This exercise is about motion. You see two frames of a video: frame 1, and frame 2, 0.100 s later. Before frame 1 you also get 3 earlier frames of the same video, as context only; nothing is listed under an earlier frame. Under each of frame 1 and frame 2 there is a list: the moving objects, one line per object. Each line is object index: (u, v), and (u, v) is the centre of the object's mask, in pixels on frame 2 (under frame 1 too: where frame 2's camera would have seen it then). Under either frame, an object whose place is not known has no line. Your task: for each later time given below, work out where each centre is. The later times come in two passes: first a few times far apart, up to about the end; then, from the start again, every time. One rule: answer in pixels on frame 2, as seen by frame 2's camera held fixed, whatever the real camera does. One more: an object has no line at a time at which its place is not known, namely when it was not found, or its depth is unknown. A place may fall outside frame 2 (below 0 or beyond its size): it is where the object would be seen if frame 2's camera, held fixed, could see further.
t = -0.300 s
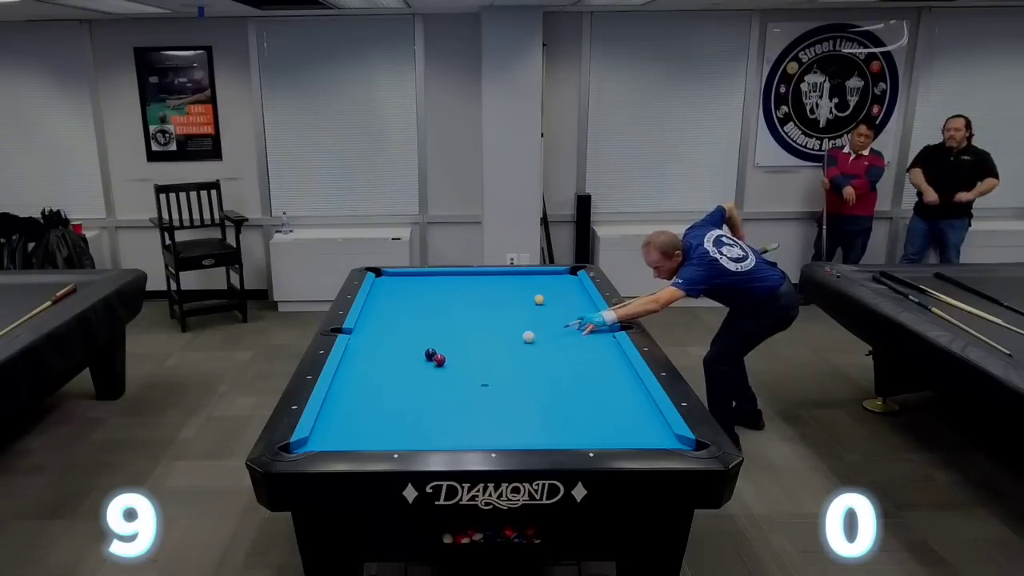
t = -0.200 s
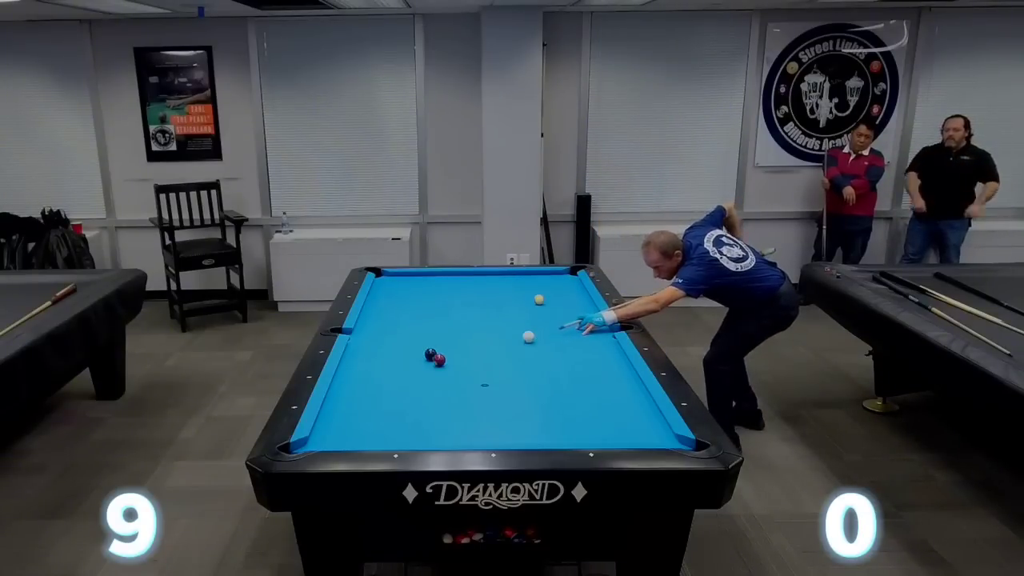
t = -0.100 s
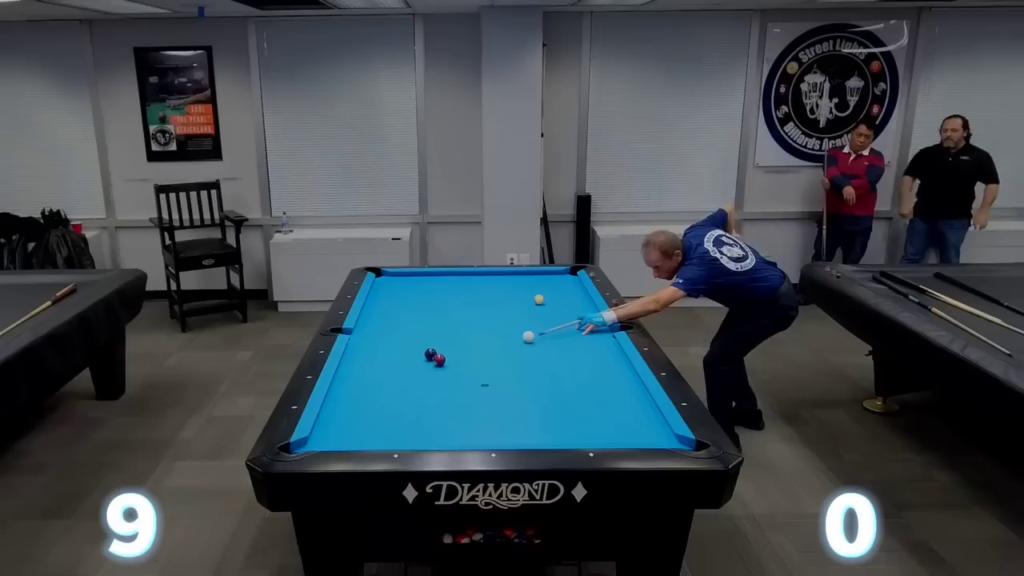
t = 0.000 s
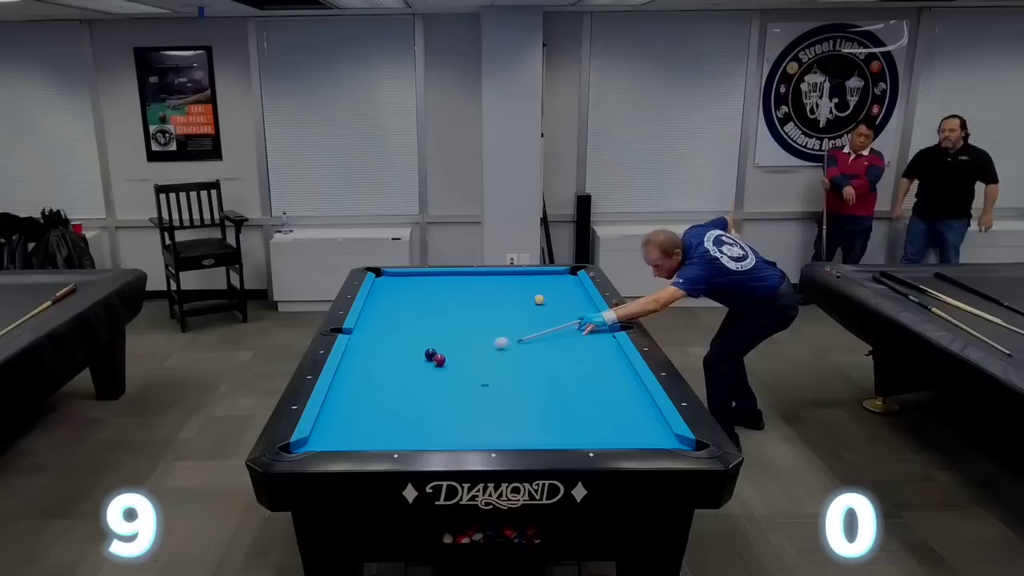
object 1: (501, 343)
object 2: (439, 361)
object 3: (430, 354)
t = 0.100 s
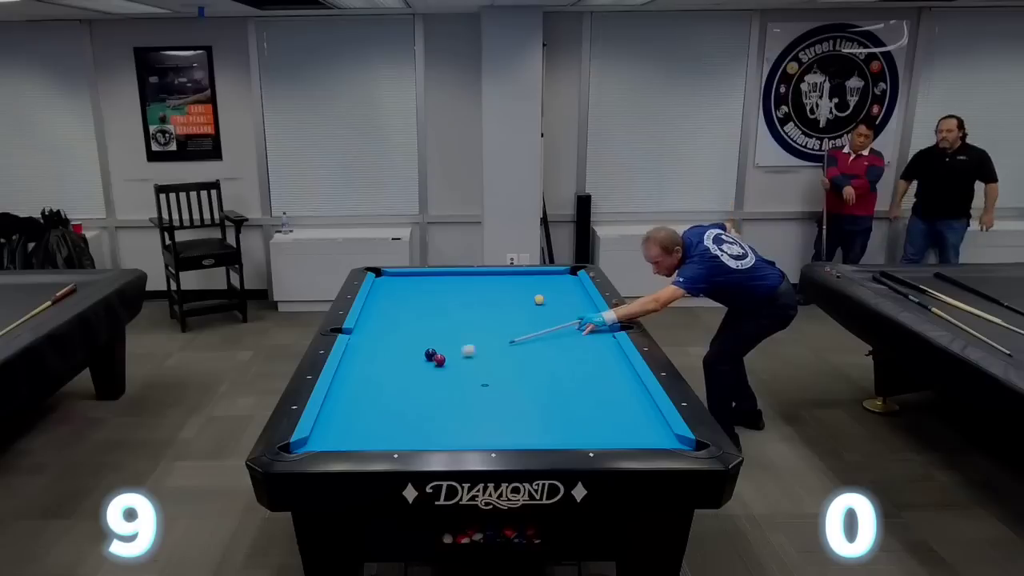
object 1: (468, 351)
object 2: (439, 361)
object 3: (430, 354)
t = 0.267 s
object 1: (442, 356)
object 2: (428, 368)
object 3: (421, 353)
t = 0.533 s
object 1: (438, 355)
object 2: (401, 385)
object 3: (394, 351)
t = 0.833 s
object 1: (435, 354)
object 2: (368, 406)
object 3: (366, 349)
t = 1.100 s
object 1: (433, 353)
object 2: (337, 427)
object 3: (356, 347)
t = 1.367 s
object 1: (431, 353)
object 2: (301, 448)
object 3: (370, 346)
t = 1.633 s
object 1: (431, 353)
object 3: (384, 346)
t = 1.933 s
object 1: (431, 353)
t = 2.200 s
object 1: (431, 353)
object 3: (408, 344)
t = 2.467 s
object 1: (431, 353)
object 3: (418, 343)
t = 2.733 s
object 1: (431, 353)
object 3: (426, 342)
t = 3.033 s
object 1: (431, 353)
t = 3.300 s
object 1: (431, 353)
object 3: (441, 342)
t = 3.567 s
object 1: (431, 353)
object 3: (446, 342)
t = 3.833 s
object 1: (431, 353)
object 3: (450, 341)
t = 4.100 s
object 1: (431, 353)
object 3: (453, 342)
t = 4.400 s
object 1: (431, 353)
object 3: (454, 341)
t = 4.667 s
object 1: (431, 353)
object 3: (454, 341)
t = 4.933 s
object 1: (431, 353)
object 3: (454, 341)
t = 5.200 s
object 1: (431, 353)
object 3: (454, 341)
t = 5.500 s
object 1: (431, 353)
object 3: (454, 341)
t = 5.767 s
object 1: (431, 353)
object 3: (454, 342)
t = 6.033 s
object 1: (431, 353)
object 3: (454, 342)
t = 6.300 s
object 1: (431, 353)
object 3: (454, 342)
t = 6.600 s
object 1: (431, 353)
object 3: (454, 342)
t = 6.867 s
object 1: (431, 353)
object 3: (454, 342)
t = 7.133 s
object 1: (431, 353)
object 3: (454, 342)
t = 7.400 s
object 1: (431, 353)
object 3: (454, 342)
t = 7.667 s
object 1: (431, 353)
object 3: (454, 342)
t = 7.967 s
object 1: (431, 353)
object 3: (454, 342)
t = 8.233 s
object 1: (431, 353)
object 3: (454, 342)
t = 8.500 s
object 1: (431, 353)
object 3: (454, 342)
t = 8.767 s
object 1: (431, 353)
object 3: (454, 342)
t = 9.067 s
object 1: (431, 353)
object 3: (454, 342)
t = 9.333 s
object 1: (431, 353)
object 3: (454, 342)
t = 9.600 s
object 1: (431, 353)
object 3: (454, 342)
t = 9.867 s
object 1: (431, 353)
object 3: (454, 342)
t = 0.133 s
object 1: (458, 353)
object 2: (439, 361)
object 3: (430, 354)
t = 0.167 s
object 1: (449, 355)
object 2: (439, 361)
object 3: (430, 354)
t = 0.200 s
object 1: (443, 355)
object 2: (435, 363)
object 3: (429, 354)
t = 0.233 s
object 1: (442, 356)
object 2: (432, 365)
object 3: (425, 354)
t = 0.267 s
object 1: (442, 356)
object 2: (428, 368)
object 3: (421, 353)
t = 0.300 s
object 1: (441, 355)
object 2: (424, 370)
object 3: (417, 353)
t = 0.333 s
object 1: (441, 355)
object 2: (421, 373)
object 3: (414, 353)
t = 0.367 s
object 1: (441, 355)
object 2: (417, 374)
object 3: (411, 353)
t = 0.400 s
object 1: (440, 355)
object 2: (414, 376)
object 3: (407, 352)
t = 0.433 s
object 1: (440, 355)
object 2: (411, 379)
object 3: (404, 352)
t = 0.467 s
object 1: (439, 355)
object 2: (408, 381)
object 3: (401, 352)
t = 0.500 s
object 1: (439, 354)
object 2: (404, 383)
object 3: (397, 351)
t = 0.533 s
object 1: (438, 355)
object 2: (401, 385)
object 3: (394, 351)
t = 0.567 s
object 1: (438, 355)
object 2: (397, 388)
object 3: (391, 351)
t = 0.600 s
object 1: (437, 354)
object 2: (394, 390)
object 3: (388, 351)
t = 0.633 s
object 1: (437, 354)
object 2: (390, 392)
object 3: (385, 351)
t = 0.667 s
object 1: (437, 354)
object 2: (387, 395)
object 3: (381, 350)
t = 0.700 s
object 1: (436, 354)
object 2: (383, 397)
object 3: (378, 350)
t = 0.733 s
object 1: (436, 354)
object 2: (380, 399)
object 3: (375, 350)
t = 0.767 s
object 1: (435, 354)
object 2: (376, 401)
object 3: (372, 349)
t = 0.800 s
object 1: (435, 354)
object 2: (372, 404)
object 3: (369, 349)
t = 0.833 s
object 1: (435, 354)
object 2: (368, 406)
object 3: (366, 349)
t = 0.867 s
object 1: (435, 354)
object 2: (364, 409)
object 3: (363, 349)
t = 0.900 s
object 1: (434, 354)
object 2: (361, 412)
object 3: (360, 348)
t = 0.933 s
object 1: (434, 354)
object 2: (357, 414)
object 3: (357, 348)
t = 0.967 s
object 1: (434, 353)
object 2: (353, 416)
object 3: (354, 348)
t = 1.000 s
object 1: (434, 353)
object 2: (349, 419)
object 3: (351, 348)
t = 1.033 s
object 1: (433, 353)
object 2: (345, 422)
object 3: (352, 348)
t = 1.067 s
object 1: (433, 353)
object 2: (341, 424)
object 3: (354, 347)
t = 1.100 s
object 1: (433, 353)
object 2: (337, 427)
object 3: (356, 347)
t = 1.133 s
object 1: (433, 353)
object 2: (333, 430)
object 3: (358, 347)
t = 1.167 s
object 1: (432, 353)
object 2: (328, 432)
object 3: (360, 347)
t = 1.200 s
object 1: (432, 353)
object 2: (324, 435)
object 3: (362, 347)
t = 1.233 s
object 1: (432, 353)
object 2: (320, 438)
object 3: (363, 347)
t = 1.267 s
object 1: (432, 353)
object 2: (315, 440)
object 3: (365, 347)
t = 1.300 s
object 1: (432, 353)
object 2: (311, 443)
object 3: (367, 347)
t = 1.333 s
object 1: (432, 353)
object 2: (306, 445)
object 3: (369, 347)
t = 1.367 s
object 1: (431, 353)
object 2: (301, 448)
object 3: (370, 346)
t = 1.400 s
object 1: (431, 353)
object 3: (372, 346)
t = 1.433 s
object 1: (431, 353)
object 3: (374, 346)
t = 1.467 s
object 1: (431, 353)
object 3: (376, 346)
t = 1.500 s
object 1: (431, 353)
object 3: (377, 346)
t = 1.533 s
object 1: (431, 353)
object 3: (379, 346)
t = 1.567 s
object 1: (431, 353)
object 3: (381, 346)
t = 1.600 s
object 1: (431, 353)
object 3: (382, 346)
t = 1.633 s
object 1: (431, 353)
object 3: (384, 346)
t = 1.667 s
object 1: (431, 353)
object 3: (385, 345)
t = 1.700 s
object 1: (431, 353)
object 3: (387, 345)
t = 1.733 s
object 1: (431, 353)
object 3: (389, 345)
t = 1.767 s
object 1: (431, 353)
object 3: (390, 345)
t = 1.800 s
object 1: (431, 353)
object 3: (392, 345)
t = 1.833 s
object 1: (431, 353)
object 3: (393, 345)
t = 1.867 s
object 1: (431, 353)
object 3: (395, 345)
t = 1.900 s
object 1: (431, 353)
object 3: (396, 345)
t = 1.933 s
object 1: (431, 353)
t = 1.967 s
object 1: (431, 353)
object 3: (399, 345)
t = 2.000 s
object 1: (431, 353)
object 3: (400, 345)
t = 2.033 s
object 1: (431, 353)
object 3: (402, 344)
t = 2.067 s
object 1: (431, 353)
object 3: (403, 344)
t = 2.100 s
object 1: (431, 353)
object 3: (404, 344)
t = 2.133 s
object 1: (431, 353)
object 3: (406, 344)
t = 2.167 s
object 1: (431, 353)
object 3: (407, 344)
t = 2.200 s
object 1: (431, 353)
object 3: (408, 344)
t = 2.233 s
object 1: (431, 353)
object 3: (409, 344)
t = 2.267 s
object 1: (431, 353)
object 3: (411, 344)
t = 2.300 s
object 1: (431, 353)
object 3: (412, 344)
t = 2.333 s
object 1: (431, 353)
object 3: (413, 344)
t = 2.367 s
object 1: (431, 353)
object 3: (414, 344)
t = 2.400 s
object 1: (431, 353)
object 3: (416, 343)
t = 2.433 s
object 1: (431, 353)
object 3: (417, 343)
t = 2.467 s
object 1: (431, 353)
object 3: (418, 343)
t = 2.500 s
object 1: (431, 353)
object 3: (419, 343)
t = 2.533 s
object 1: (431, 353)
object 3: (420, 343)
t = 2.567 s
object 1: (431, 353)
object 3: (421, 343)
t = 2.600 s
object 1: (431, 353)
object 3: (422, 343)
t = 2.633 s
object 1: (431, 353)
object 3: (423, 343)
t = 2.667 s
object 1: (431, 353)
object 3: (424, 342)
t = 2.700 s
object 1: (431, 353)
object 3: (425, 342)
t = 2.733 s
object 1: (431, 353)
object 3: (426, 342)
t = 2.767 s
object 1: (431, 353)
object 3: (427, 342)
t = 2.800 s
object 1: (431, 353)
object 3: (428, 342)
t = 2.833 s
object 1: (431, 353)
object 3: (429, 342)
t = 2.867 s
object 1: (431, 353)
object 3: (430, 341)
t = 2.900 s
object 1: (431, 353)
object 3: (431, 342)
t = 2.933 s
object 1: (431, 353)
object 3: (432, 341)
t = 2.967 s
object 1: (431, 353)
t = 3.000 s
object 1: (431, 353)
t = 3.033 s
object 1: (431, 353)
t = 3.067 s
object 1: (431, 353)
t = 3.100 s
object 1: (431, 353)
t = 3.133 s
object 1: (431, 353)
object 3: (437, 342)
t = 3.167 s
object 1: (431, 353)
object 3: (438, 342)
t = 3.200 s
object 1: (431, 353)
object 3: (439, 342)
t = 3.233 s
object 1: (431, 353)
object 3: (440, 342)
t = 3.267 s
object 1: (431, 353)
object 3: (440, 342)
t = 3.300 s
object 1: (431, 353)
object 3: (441, 342)
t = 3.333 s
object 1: (431, 353)
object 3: (441, 342)
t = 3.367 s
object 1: (431, 353)
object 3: (442, 342)
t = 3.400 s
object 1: (431, 353)
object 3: (443, 342)
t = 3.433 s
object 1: (431, 353)
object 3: (444, 342)
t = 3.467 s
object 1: (431, 353)
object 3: (444, 342)
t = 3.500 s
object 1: (431, 353)
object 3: (445, 342)
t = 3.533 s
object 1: (431, 353)
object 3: (446, 342)
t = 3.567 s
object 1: (431, 353)
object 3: (446, 342)
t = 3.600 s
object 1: (431, 353)
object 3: (447, 341)
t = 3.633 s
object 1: (431, 353)
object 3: (447, 342)
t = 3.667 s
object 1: (431, 353)
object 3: (447, 341)
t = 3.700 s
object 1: (431, 353)
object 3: (448, 342)
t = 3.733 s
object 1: (431, 353)
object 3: (448, 342)
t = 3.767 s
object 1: (431, 353)
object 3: (449, 342)
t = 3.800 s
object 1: (431, 353)
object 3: (449, 341)
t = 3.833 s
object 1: (431, 353)
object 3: (450, 341)
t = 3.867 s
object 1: (431, 353)
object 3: (450, 341)
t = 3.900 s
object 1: (431, 353)
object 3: (450, 341)
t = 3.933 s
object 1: (431, 353)
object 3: (451, 341)
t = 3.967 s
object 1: (431, 353)
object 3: (451, 342)
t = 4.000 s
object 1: (431, 353)
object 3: (452, 342)
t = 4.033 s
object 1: (431, 353)
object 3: (452, 341)
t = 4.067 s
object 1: (431, 353)
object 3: (452, 342)
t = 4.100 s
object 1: (431, 353)
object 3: (453, 342)
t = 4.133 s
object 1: (431, 353)
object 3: (453, 342)
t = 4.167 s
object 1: (431, 353)
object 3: (453, 342)
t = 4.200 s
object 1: (431, 353)
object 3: (453, 341)
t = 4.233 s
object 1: (431, 353)
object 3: (454, 342)
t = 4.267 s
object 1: (431, 353)
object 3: (454, 342)
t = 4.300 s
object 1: (431, 353)
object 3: (454, 341)
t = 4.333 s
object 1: (431, 353)
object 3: (454, 341)
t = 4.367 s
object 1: (431, 353)
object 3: (454, 341)
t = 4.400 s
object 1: (431, 353)
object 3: (454, 341)
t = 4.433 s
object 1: (431, 353)
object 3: (454, 341)
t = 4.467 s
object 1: (431, 353)
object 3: (454, 341)
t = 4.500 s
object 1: (431, 353)
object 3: (454, 341)
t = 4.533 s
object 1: (431, 353)
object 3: (454, 341)
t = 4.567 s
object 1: (431, 353)
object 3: (454, 341)
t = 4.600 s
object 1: (431, 353)
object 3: (454, 341)
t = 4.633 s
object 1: (431, 353)
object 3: (454, 341)
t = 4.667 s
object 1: (431, 353)
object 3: (454, 341)
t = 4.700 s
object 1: (431, 353)
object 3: (454, 341)
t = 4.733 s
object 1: (431, 353)
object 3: (454, 341)
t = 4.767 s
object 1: (431, 353)
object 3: (454, 341)
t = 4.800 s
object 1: (431, 353)
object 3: (454, 341)
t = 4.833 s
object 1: (431, 353)
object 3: (454, 341)
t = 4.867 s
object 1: (431, 353)
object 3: (454, 341)
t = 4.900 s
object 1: (431, 353)
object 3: (454, 341)
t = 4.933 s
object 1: (431, 353)
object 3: (454, 341)
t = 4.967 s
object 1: (431, 353)
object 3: (454, 341)
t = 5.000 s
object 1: (431, 353)
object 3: (454, 342)
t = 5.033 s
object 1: (431, 353)
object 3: (454, 342)
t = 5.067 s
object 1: (431, 353)
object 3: (454, 342)
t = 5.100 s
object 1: (431, 353)
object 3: (454, 341)
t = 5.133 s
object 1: (431, 353)
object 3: (454, 342)
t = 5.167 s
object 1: (431, 353)
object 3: (454, 342)
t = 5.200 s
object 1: (431, 353)
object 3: (454, 341)
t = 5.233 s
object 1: (431, 353)
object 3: (454, 341)
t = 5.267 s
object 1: (431, 353)
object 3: (454, 341)
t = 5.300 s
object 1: (431, 353)
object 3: (454, 342)
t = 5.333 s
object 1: (431, 353)
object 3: (454, 342)
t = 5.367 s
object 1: (431, 353)
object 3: (454, 342)
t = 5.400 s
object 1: (431, 353)
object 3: (454, 342)
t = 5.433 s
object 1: (431, 353)
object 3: (454, 342)
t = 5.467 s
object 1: (431, 353)
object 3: (454, 342)
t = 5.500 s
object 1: (431, 353)
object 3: (454, 341)
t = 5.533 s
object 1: (431, 353)
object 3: (454, 342)
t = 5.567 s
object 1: (431, 353)
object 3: (454, 341)
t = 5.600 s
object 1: (431, 353)
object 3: (454, 341)
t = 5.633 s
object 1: (431, 353)
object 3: (454, 341)
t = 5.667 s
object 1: (431, 353)
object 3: (454, 342)
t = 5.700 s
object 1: (431, 353)
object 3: (454, 342)
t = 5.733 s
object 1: (431, 353)
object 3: (454, 342)
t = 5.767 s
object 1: (431, 353)
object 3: (454, 342)
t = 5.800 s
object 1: (431, 353)
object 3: (454, 342)
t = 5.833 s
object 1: (431, 353)
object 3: (454, 342)
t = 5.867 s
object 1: (431, 353)
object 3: (454, 342)
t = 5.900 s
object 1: (431, 353)
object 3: (454, 342)
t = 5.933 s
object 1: (431, 353)
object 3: (454, 342)
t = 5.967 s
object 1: (431, 353)
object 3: (454, 342)
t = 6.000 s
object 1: (431, 353)
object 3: (454, 342)
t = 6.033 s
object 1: (431, 353)
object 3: (454, 342)
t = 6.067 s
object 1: (431, 353)
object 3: (454, 342)
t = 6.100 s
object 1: (431, 353)
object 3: (454, 342)
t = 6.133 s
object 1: (431, 353)
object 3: (454, 342)
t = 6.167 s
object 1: (431, 353)
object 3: (454, 342)
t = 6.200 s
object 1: (431, 353)
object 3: (454, 342)
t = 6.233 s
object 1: (431, 353)
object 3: (454, 342)
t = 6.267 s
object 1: (431, 353)
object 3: (454, 342)
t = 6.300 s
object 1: (431, 353)
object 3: (454, 342)
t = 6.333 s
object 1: (431, 353)
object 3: (454, 342)
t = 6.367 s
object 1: (431, 353)
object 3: (454, 342)
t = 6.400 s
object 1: (431, 353)
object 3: (454, 342)
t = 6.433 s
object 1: (431, 353)
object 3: (454, 342)
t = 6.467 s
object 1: (431, 353)
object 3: (454, 342)
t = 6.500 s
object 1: (431, 353)
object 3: (454, 342)
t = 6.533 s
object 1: (431, 353)
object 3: (454, 342)
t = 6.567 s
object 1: (431, 353)
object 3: (454, 342)
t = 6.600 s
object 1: (431, 353)
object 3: (454, 342)
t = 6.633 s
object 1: (431, 353)
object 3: (454, 342)
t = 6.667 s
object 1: (431, 353)
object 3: (454, 342)
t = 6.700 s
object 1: (431, 353)
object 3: (454, 342)
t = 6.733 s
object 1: (431, 353)
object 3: (454, 342)
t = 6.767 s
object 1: (431, 353)
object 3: (454, 342)
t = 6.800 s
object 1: (431, 353)
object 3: (454, 342)
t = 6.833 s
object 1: (431, 353)
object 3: (454, 342)
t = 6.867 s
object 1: (431, 353)
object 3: (454, 342)
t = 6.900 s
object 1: (431, 353)
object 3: (454, 342)
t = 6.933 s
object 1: (431, 353)
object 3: (454, 342)
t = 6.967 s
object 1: (431, 353)
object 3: (454, 342)
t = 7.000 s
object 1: (431, 353)
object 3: (454, 342)
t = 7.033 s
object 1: (431, 353)
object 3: (454, 342)
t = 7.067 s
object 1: (431, 353)
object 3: (454, 342)
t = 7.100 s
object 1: (431, 353)
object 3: (454, 342)
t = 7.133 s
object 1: (431, 353)
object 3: (454, 342)
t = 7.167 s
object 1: (431, 353)
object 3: (454, 342)
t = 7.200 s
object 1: (431, 353)
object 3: (454, 342)
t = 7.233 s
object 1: (431, 353)
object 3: (454, 342)
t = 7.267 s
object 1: (431, 353)
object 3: (454, 342)
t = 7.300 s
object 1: (431, 353)
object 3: (454, 342)
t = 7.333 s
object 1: (431, 353)
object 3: (454, 342)
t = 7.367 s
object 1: (431, 353)
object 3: (454, 342)
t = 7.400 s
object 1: (431, 353)
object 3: (454, 342)
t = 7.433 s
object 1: (431, 353)
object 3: (454, 342)
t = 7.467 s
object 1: (431, 353)
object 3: (454, 342)
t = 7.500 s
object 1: (431, 353)
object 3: (454, 342)
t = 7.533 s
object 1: (431, 353)
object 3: (454, 342)
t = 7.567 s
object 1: (431, 353)
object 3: (454, 342)
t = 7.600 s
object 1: (431, 353)
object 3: (454, 342)
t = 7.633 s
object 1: (431, 353)
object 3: (454, 342)
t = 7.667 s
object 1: (431, 353)
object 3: (454, 342)
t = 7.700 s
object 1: (431, 353)
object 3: (454, 342)
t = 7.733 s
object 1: (431, 353)
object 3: (454, 342)
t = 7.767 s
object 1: (431, 353)
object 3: (454, 342)
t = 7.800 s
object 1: (431, 353)
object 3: (454, 342)
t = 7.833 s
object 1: (431, 353)
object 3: (454, 342)
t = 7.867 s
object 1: (431, 353)
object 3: (454, 342)
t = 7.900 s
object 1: (431, 353)
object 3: (454, 342)
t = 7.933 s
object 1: (431, 353)
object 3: (454, 342)
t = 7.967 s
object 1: (431, 353)
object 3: (454, 342)
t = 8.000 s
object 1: (431, 353)
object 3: (454, 342)
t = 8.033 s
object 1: (431, 353)
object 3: (454, 342)
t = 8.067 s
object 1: (431, 353)
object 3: (454, 342)
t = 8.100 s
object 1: (431, 353)
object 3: (454, 342)
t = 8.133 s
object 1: (431, 353)
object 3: (454, 342)
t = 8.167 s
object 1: (431, 353)
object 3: (454, 342)
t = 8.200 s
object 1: (431, 353)
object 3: (454, 342)
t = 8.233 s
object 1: (431, 353)
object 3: (454, 342)
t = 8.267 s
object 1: (431, 353)
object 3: (454, 341)
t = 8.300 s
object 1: (431, 353)
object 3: (454, 342)
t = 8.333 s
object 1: (431, 353)
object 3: (454, 342)
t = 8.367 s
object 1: (431, 353)
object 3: (454, 342)
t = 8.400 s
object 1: (431, 353)
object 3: (454, 342)
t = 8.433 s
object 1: (431, 353)
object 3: (454, 342)
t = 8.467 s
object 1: (431, 353)
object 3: (454, 342)
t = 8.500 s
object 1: (431, 353)
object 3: (454, 342)
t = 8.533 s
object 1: (431, 353)
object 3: (454, 342)
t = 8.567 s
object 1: (431, 353)
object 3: (454, 342)
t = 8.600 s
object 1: (431, 353)
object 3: (454, 342)
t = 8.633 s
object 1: (431, 353)
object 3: (454, 342)
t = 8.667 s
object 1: (431, 353)
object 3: (454, 342)
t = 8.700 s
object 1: (431, 353)
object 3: (454, 342)
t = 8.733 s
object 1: (431, 353)
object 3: (454, 342)
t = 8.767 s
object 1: (431, 353)
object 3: (454, 342)
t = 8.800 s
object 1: (431, 353)
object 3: (454, 342)
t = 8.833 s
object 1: (431, 353)
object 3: (454, 342)
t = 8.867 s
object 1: (431, 353)
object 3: (454, 342)
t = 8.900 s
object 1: (431, 353)
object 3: (454, 342)
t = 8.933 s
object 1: (431, 353)
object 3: (454, 342)
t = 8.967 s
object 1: (431, 353)
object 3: (454, 342)
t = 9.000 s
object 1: (431, 353)
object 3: (454, 342)
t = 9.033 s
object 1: (431, 353)
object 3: (454, 342)
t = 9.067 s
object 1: (431, 353)
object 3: (454, 342)
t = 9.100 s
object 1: (431, 353)
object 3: (454, 342)
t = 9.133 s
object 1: (431, 353)
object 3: (454, 342)
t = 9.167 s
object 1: (431, 353)
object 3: (454, 342)
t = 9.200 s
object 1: (431, 353)
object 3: (454, 342)
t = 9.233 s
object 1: (431, 353)
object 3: (454, 342)
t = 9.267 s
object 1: (431, 353)
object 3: (454, 342)
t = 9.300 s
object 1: (431, 353)
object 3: (454, 342)
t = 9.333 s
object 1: (431, 353)
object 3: (454, 342)
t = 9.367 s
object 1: (431, 353)
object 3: (454, 342)
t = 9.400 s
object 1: (431, 353)
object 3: (454, 342)
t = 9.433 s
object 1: (431, 353)
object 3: (454, 342)
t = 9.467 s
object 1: (431, 353)
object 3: (454, 342)
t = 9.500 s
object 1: (431, 353)
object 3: (454, 342)
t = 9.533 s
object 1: (431, 353)
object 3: (454, 342)
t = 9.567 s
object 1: (431, 353)
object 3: (454, 342)
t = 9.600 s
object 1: (431, 353)
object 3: (454, 342)
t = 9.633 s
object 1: (431, 353)
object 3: (454, 342)
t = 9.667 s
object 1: (431, 353)
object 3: (454, 342)
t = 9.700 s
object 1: (431, 353)
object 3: (454, 342)
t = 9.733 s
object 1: (431, 353)
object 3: (454, 342)
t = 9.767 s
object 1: (431, 353)
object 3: (454, 342)
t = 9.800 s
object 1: (431, 353)
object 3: (454, 342)
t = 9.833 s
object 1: (431, 353)
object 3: (454, 342)
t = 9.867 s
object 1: (431, 353)
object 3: (454, 342)
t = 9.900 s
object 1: (431, 353)
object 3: (454, 342)
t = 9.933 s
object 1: (431, 353)
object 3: (454, 342)
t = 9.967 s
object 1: (431, 353)
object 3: (454, 342)
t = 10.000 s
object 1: (431, 353)
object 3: (454, 342)
